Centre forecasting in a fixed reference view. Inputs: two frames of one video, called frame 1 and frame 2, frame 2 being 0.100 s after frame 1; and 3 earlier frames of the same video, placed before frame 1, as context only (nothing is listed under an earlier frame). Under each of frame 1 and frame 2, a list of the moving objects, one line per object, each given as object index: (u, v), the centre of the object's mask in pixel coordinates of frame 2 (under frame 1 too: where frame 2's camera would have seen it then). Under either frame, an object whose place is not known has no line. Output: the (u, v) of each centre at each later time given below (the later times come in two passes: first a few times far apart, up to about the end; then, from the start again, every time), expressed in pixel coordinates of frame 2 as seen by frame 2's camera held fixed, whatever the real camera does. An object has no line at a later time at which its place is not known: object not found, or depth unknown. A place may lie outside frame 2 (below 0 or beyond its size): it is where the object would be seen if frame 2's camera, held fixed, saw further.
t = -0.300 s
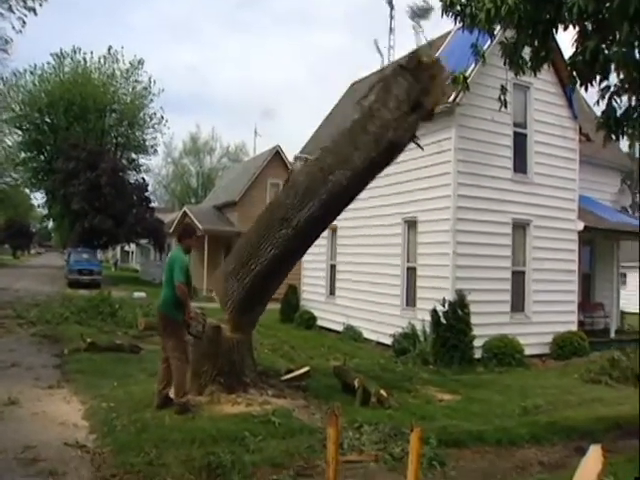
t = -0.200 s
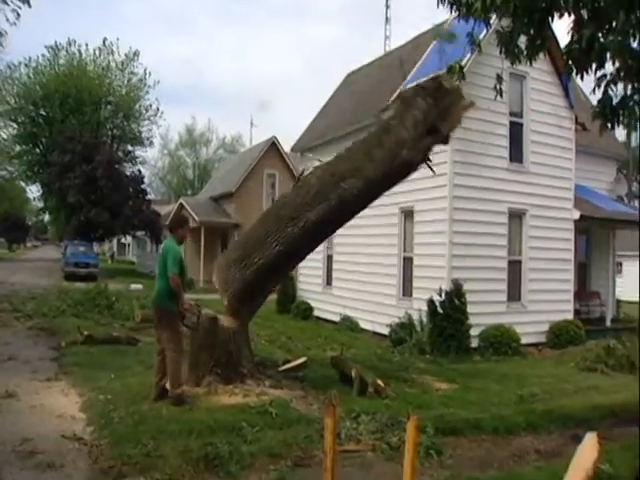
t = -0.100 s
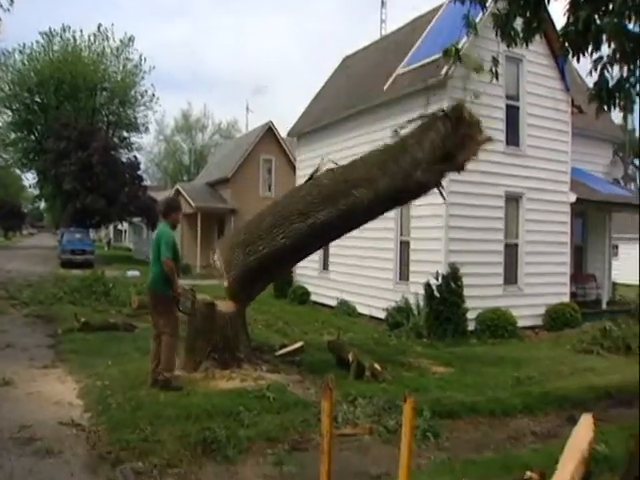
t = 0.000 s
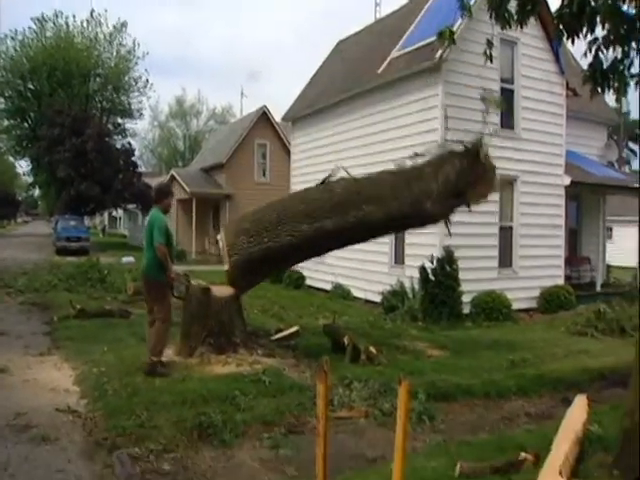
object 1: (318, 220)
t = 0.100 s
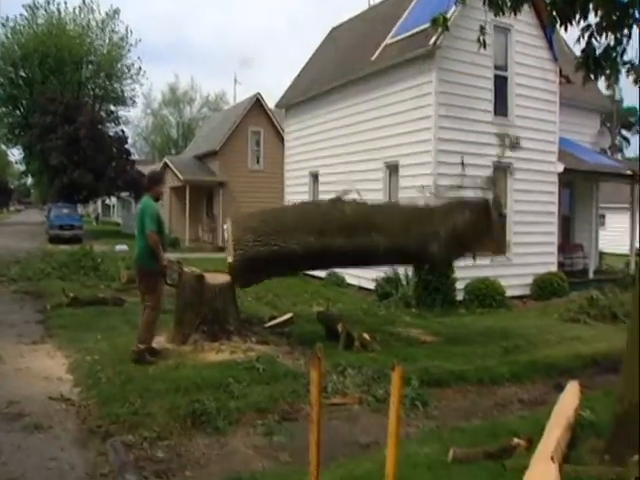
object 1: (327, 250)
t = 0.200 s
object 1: (338, 285)
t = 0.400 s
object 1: (386, 311)
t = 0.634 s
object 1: (398, 311)
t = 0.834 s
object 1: (380, 309)
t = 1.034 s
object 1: (380, 309)
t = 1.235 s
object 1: (380, 310)
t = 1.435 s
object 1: (380, 310)
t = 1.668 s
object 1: (380, 309)
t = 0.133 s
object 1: (332, 261)
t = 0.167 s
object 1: (337, 273)
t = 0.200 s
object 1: (338, 285)
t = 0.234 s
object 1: (384, 297)
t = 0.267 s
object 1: (384, 307)
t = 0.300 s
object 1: (389, 313)
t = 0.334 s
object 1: (388, 314)
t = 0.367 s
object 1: (384, 312)
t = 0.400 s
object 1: (386, 311)
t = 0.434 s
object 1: (389, 310)
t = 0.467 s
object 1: (390, 309)
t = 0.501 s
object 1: (391, 309)
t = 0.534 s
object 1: (392, 309)
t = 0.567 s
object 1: (393, 310)
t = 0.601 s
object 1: (399, 311)
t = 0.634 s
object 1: (398, 311)
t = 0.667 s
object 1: (384, 310)
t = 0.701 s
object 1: (382, 309)
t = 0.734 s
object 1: (393, 310)
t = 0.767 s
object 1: (382, 309)
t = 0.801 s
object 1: (381, 309)
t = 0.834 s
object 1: (380, 309)
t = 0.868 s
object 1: (379, 309)
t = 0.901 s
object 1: (380, 309)
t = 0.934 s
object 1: (379, 309)
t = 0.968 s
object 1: (380, 309)
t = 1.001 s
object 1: (380, 309)
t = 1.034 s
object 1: (380, 309)
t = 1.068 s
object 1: (381, 310)
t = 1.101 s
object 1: (381, 310)
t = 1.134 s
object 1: (381, 310)
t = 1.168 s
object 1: (381, 310)
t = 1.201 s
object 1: (380, 310)
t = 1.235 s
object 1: (380, 310)
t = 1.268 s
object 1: (380, 310)
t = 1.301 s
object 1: (380, 310)
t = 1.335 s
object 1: (380, 310)
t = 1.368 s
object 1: (380, 310)
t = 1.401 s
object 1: (380, 310)
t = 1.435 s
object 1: (380, 310)
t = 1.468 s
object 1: (380, 310)
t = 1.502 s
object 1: (380, 309)
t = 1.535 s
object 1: (380, 309)
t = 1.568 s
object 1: (380, 309)
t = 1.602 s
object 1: (380, 309)
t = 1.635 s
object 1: (380, 309)
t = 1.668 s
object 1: (380, 309)
